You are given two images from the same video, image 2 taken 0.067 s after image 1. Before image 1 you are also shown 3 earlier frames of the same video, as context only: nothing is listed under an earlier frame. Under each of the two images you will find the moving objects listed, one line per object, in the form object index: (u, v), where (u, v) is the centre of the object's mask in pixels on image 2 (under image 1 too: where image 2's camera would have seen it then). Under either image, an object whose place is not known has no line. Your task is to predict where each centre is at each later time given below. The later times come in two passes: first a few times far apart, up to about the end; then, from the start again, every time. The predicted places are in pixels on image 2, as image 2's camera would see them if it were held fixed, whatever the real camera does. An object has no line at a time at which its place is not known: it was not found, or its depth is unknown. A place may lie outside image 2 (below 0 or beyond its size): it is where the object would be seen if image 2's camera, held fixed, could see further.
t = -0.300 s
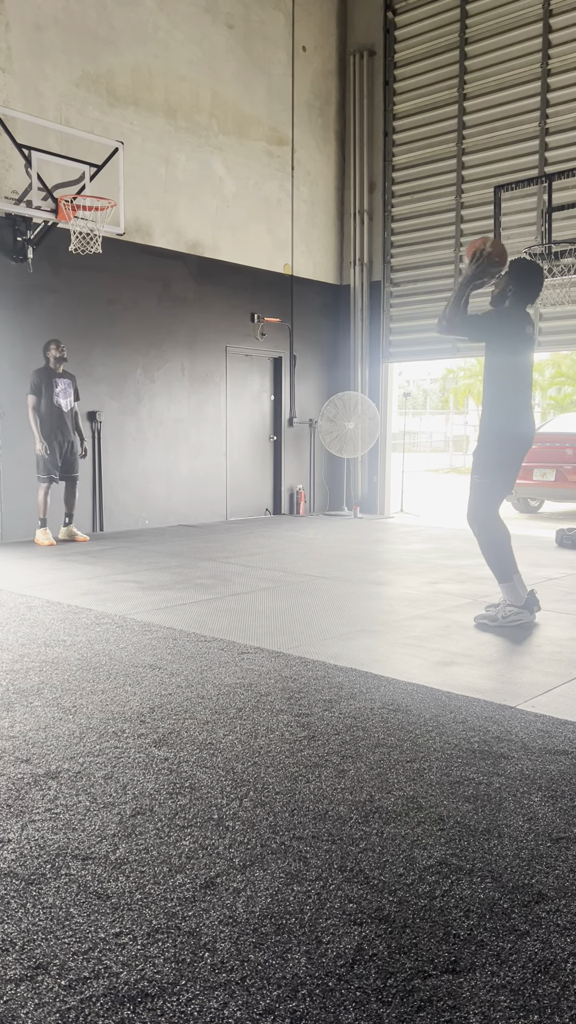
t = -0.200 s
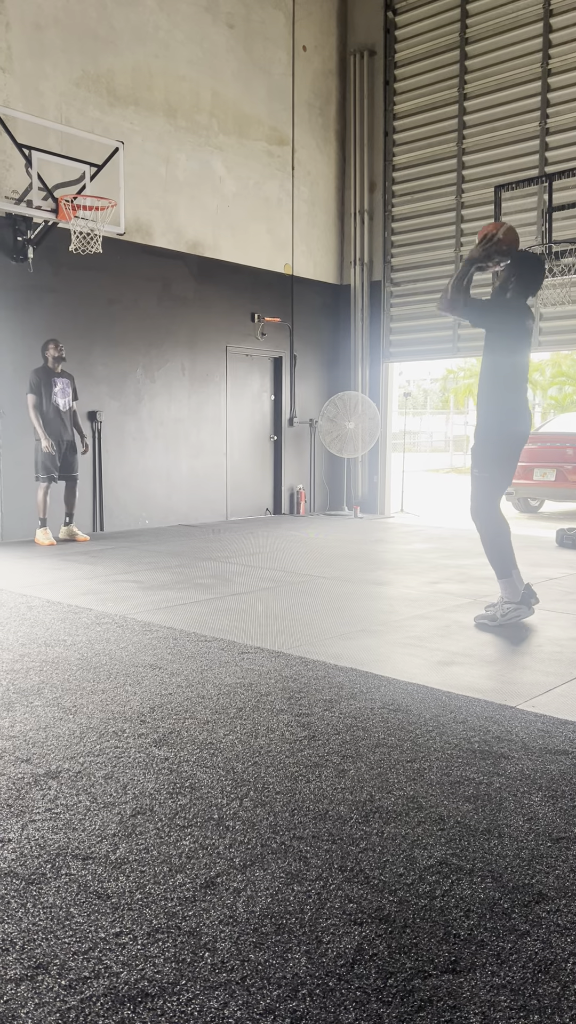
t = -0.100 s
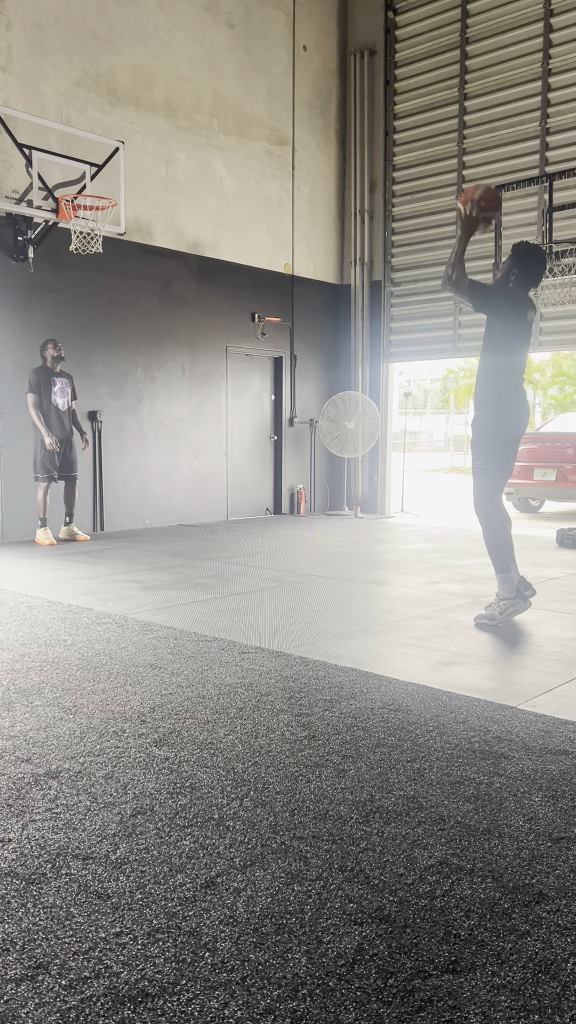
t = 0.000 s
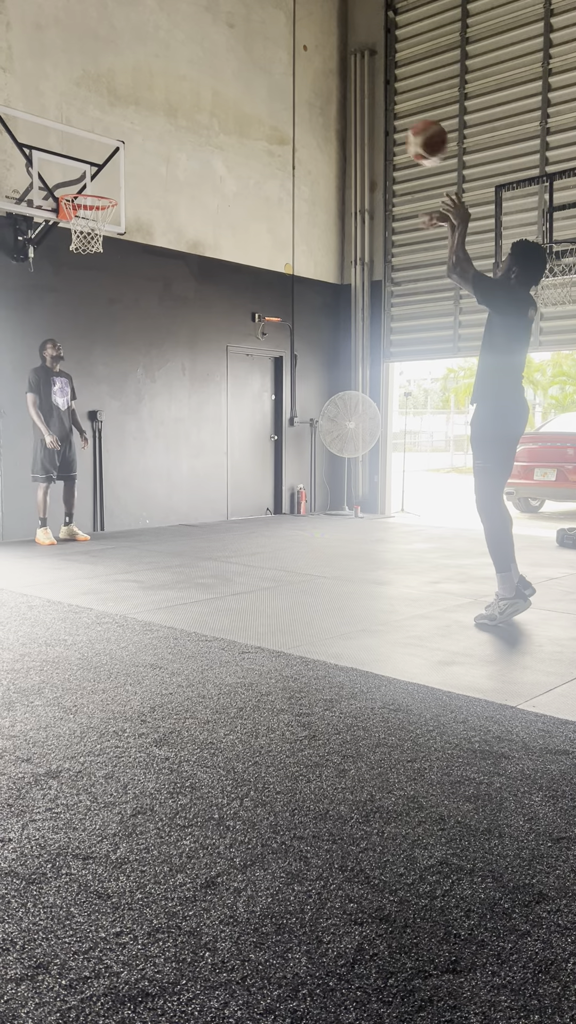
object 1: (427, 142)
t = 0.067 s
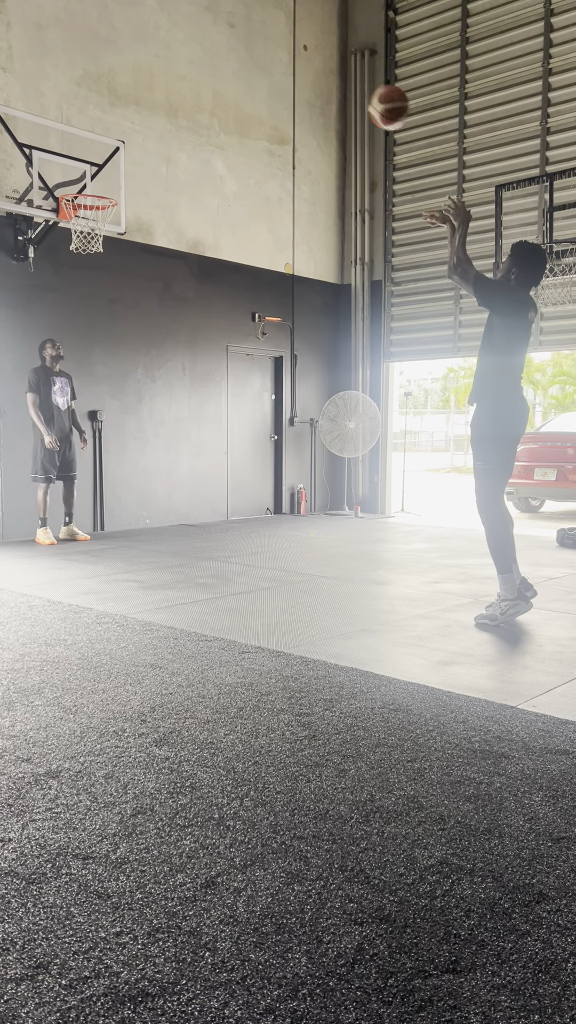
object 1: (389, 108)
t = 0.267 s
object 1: (290, 58)
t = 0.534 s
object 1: (183, 90)
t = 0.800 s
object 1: (104, 190)
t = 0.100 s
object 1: (371, 94)
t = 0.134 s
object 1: (353, 83)
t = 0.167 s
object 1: (336, 75)
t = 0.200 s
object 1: (320, 66)
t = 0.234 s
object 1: (304, 62)
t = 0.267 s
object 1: (290, 58)
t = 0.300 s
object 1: (275, 57)
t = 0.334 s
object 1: (260, 57)
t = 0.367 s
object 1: (246, 60)
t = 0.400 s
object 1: (233, 63)
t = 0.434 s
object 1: (220, 67)
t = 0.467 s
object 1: (207, 73)
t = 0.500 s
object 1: (195, 81)
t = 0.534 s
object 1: (183, 90)
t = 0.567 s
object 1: (172, 100)
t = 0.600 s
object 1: (161, 111)
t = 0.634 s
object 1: (151, 124)
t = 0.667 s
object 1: (141, 137)
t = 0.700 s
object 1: (130, 151)
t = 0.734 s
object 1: (122, 165)
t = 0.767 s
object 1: (113, 181)
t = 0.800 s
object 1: (104, 190)
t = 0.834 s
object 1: (96, 203)
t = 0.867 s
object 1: (88, 210)
